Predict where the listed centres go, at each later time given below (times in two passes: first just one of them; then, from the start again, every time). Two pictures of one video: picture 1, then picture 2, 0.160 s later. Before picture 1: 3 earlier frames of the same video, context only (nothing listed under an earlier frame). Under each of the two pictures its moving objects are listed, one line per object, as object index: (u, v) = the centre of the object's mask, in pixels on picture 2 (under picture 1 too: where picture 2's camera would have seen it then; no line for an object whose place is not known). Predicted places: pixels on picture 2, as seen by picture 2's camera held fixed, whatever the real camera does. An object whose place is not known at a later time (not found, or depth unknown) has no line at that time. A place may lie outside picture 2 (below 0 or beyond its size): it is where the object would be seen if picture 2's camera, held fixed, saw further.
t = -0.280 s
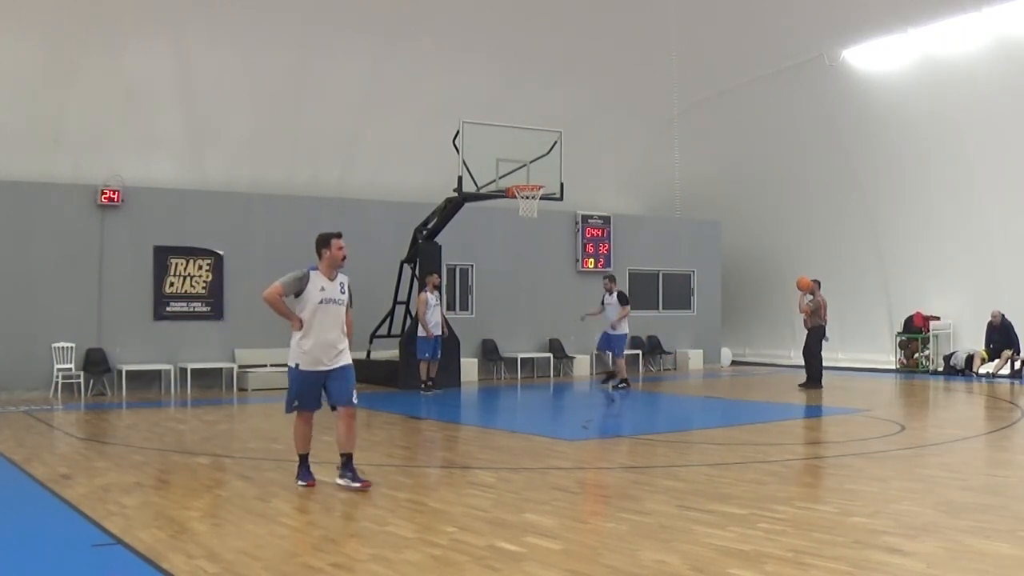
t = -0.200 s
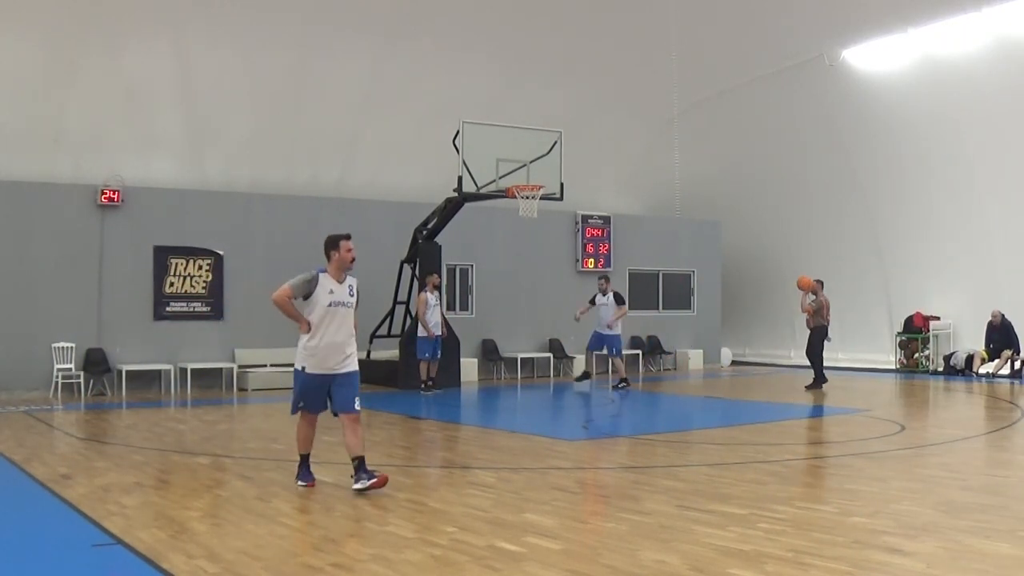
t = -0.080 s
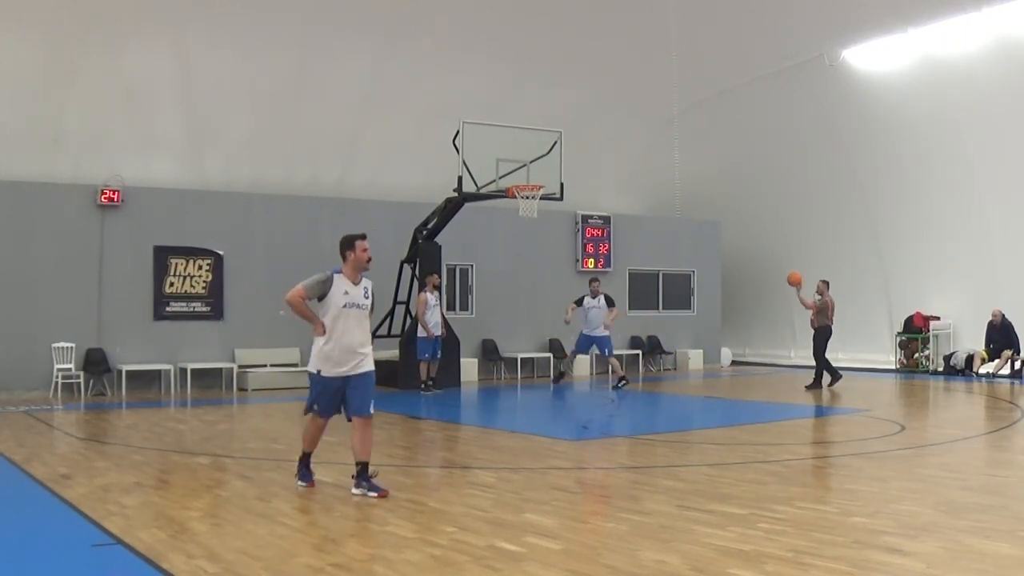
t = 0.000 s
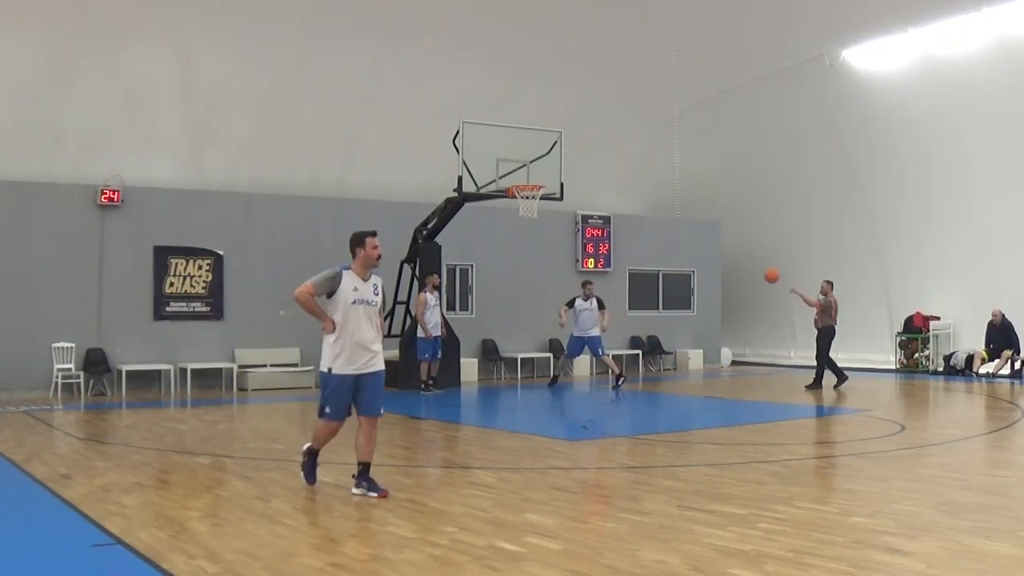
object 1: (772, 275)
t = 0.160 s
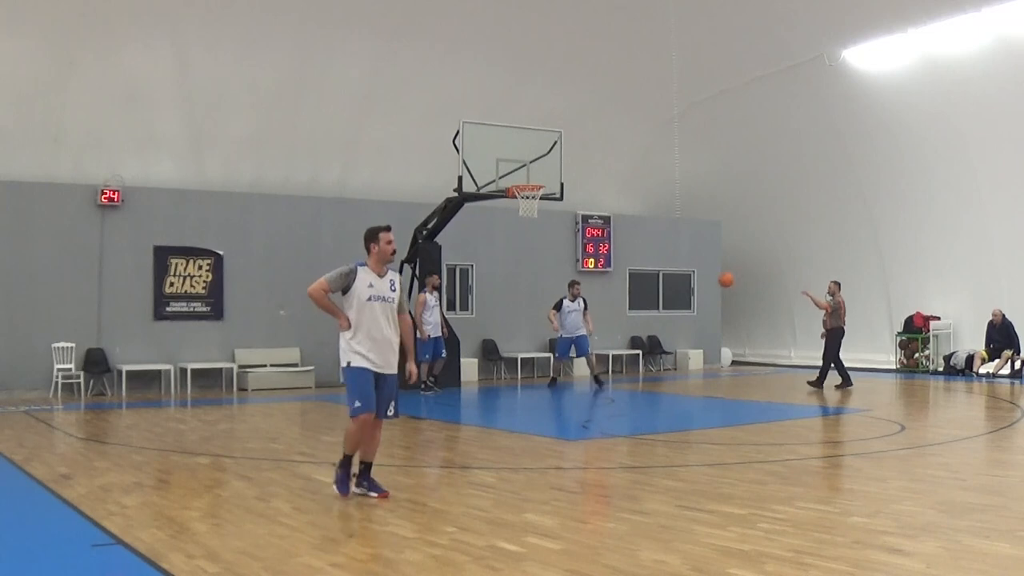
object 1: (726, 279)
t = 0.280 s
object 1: (691, 294)
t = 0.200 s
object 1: (714, 283)
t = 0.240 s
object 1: (703, 288)
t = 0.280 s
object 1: (691, 294)
